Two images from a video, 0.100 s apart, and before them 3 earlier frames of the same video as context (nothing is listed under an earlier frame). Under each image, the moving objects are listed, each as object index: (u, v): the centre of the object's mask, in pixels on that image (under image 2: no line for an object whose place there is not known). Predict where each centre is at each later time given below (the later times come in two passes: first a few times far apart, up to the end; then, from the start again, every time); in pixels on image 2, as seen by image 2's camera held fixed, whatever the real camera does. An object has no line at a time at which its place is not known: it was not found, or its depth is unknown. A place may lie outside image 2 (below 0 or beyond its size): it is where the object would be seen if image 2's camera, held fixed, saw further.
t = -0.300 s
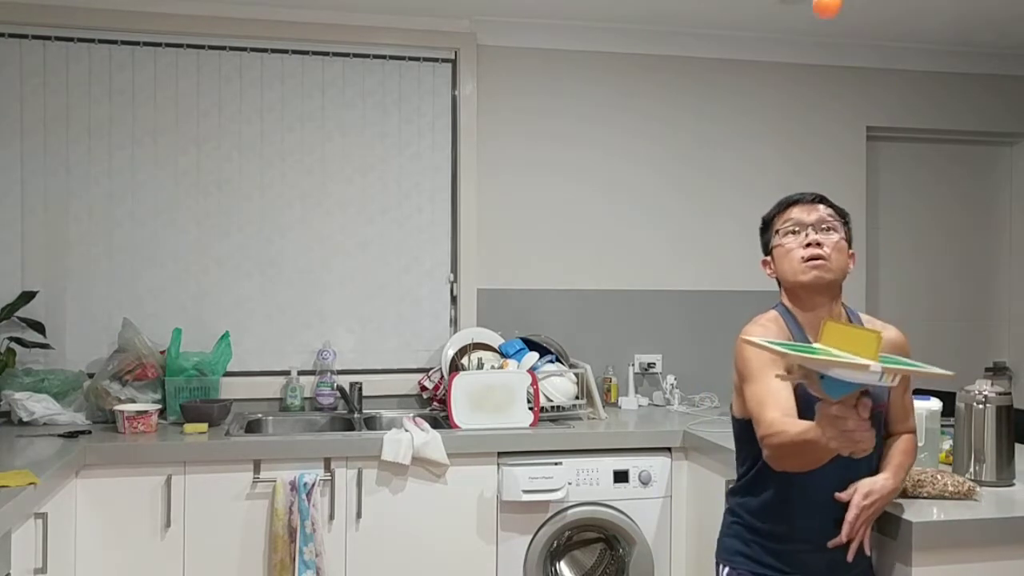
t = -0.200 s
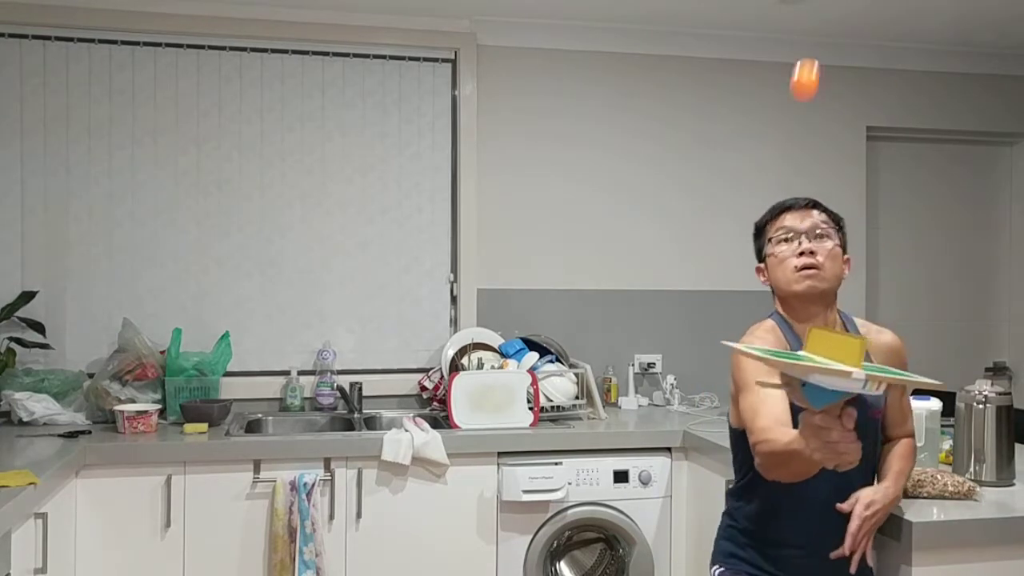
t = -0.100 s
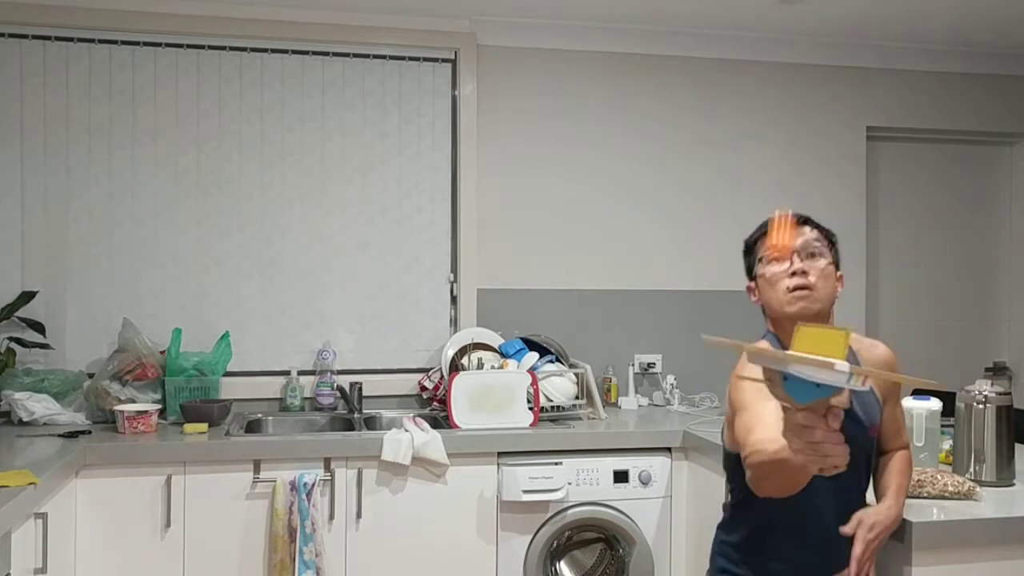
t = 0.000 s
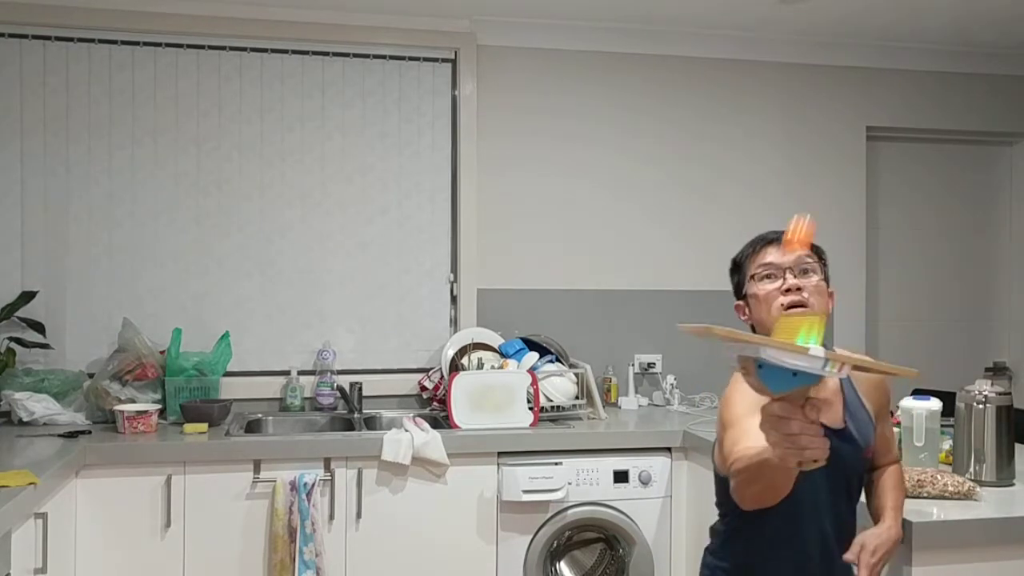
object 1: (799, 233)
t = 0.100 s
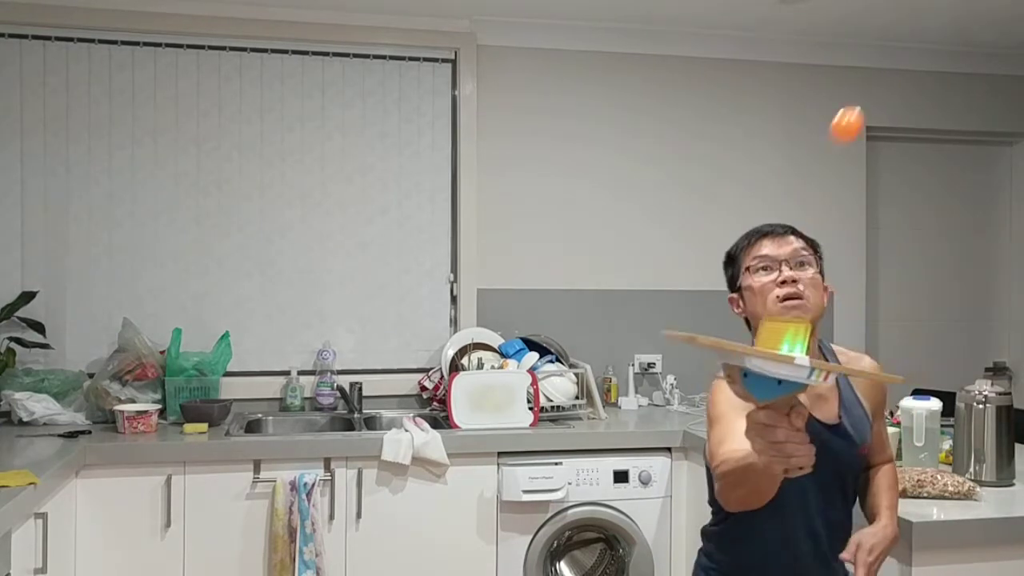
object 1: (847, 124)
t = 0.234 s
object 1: (915, 78)
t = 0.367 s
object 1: (985, 167)
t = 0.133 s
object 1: (863, 101)
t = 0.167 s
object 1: (880, 86)
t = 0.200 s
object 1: (897, 78)
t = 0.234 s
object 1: (915, 78)
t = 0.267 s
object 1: (932, 87)
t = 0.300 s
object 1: (950, 104)
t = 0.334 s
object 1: (967, 130)
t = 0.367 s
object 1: (985, 167)
